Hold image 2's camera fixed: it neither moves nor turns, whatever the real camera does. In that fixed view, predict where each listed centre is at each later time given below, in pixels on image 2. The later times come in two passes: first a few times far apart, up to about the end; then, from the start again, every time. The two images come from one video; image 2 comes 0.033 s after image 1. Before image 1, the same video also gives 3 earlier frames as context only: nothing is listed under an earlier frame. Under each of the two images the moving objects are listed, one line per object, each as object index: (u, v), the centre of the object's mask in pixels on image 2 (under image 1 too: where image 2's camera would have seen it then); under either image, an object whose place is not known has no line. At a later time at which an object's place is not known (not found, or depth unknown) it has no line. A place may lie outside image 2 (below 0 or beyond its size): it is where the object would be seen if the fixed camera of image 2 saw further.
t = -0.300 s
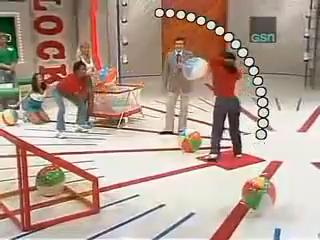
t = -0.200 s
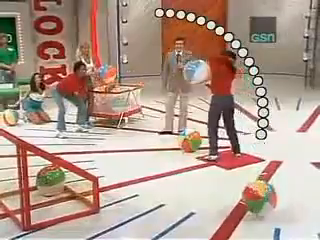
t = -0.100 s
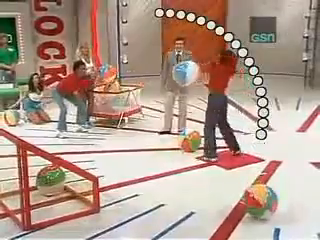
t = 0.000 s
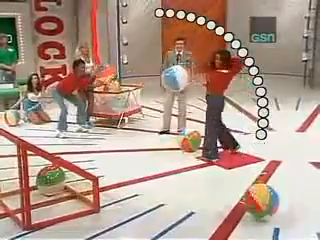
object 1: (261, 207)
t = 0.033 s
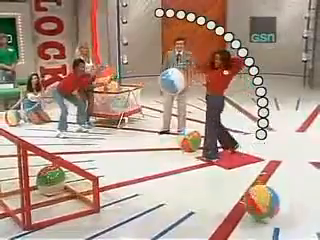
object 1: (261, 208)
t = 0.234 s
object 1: (270, 212)
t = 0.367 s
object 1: (262, 218)
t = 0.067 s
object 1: (261, 213)
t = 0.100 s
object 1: (261, 214)
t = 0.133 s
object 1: (261, 213)
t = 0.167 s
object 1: (267, 213)
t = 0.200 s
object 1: (269, 211)
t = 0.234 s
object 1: (270, 212)
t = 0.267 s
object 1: (270, 214)
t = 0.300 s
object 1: (272, 212)
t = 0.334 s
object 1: (272, 215)
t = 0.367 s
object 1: (262, 218)
